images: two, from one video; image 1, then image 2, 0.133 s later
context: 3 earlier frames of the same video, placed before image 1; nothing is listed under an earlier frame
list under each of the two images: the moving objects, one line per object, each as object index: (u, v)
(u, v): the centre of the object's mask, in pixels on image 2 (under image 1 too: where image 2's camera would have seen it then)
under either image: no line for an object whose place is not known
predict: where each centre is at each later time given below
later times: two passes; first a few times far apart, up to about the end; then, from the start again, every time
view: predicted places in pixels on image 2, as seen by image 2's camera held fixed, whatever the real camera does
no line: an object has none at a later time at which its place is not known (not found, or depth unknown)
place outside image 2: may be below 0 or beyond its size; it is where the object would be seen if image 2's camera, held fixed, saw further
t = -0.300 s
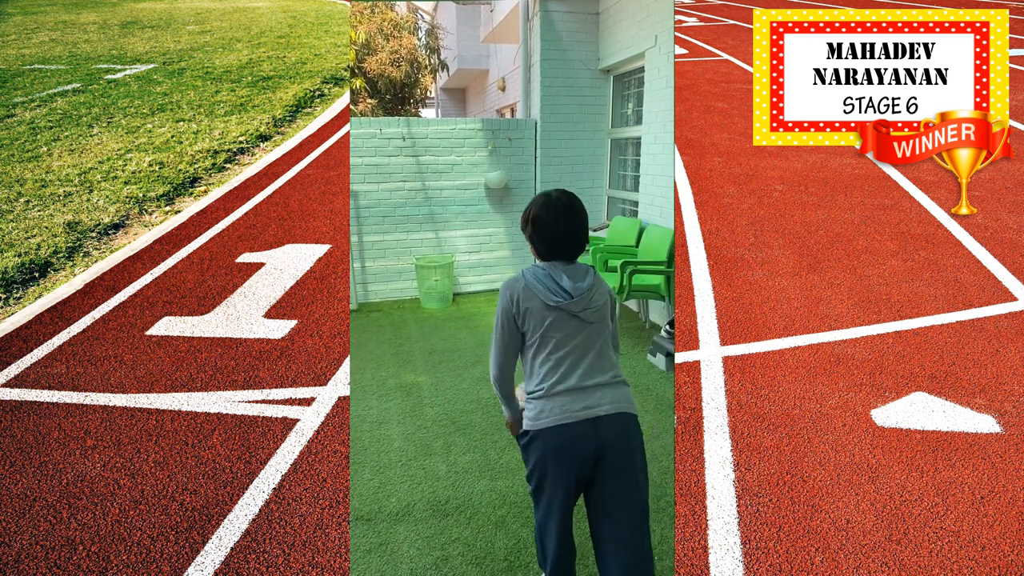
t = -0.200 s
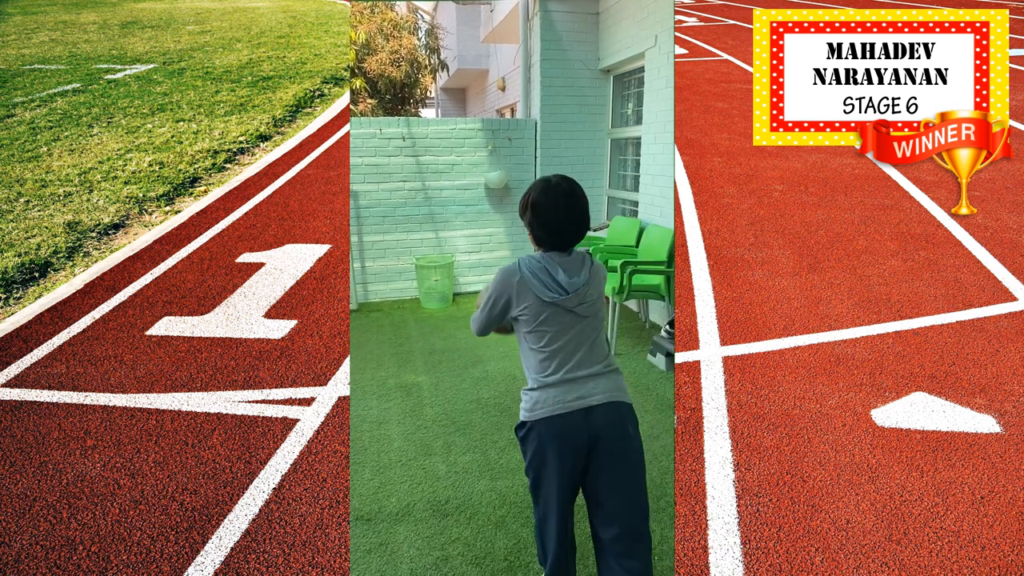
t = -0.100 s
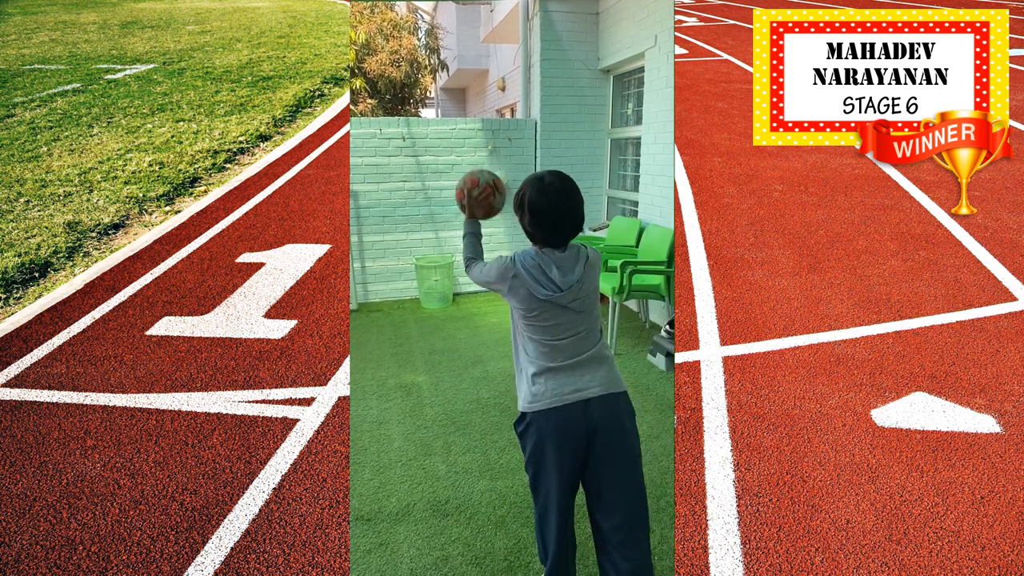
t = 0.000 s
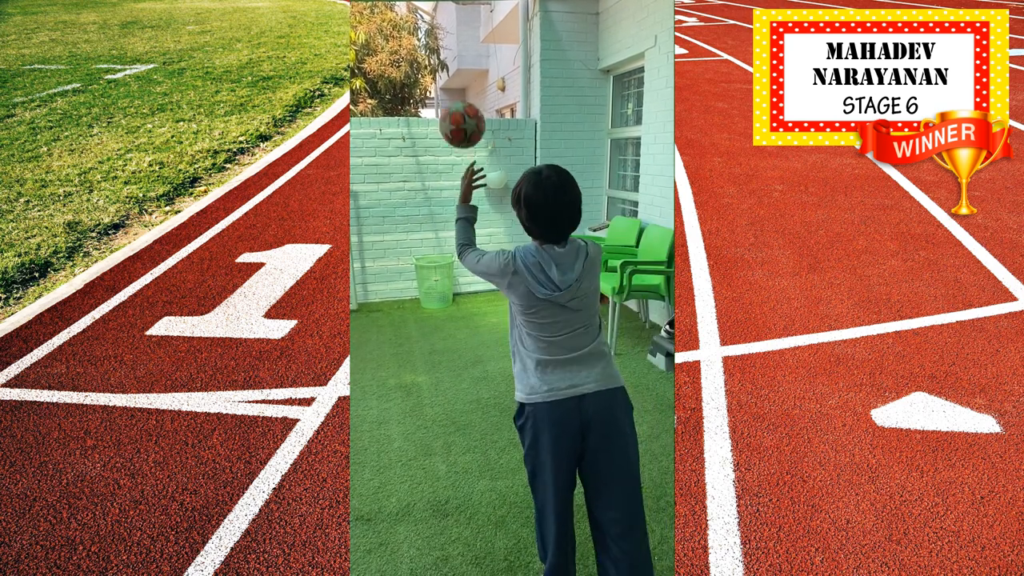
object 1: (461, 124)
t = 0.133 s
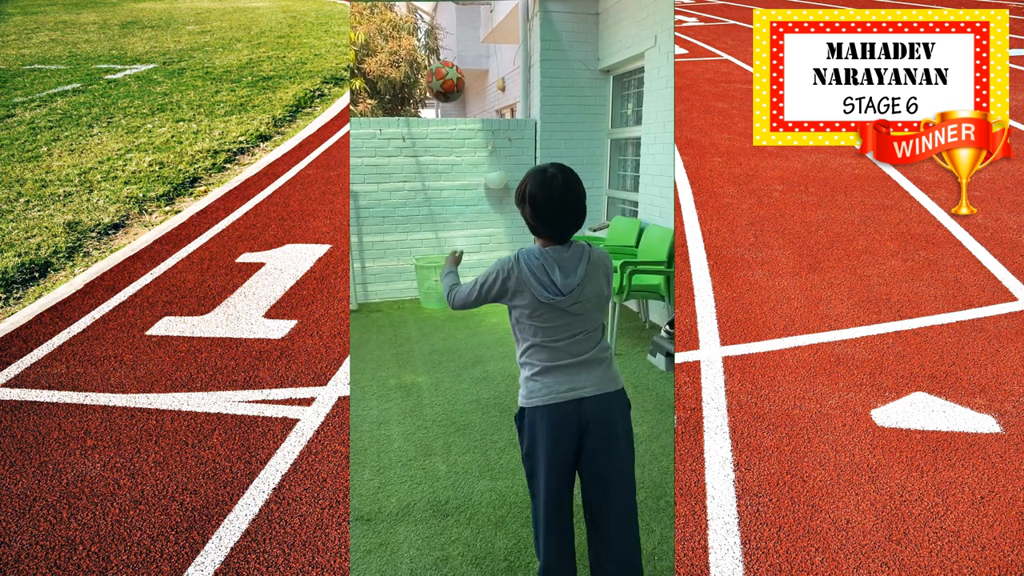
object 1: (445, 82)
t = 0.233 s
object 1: (436, 77)
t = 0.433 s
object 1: (424, 115)
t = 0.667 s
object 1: (420, 200)
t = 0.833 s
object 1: (425, 258)
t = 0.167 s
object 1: (441, 78)
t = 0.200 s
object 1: (438, 77)
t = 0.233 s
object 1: (436, 77)
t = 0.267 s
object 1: (433, 81)
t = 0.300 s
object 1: (431, 84)
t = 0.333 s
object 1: (429, 90)
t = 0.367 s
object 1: (427, 97)
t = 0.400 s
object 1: (425, 105)
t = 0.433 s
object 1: (424, 115)
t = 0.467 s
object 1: (423, 125)
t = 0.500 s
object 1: (422, 136)
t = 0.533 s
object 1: (421, 148)
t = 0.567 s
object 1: (421, 160)
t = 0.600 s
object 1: (420, 173)
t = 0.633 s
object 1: (420, 187)
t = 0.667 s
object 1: (420, 200)
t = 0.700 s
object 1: (420, 214)
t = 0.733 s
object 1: (420, 229)
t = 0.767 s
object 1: (421, 240)
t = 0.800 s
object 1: (423, 250)
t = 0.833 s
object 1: (425, 258)
